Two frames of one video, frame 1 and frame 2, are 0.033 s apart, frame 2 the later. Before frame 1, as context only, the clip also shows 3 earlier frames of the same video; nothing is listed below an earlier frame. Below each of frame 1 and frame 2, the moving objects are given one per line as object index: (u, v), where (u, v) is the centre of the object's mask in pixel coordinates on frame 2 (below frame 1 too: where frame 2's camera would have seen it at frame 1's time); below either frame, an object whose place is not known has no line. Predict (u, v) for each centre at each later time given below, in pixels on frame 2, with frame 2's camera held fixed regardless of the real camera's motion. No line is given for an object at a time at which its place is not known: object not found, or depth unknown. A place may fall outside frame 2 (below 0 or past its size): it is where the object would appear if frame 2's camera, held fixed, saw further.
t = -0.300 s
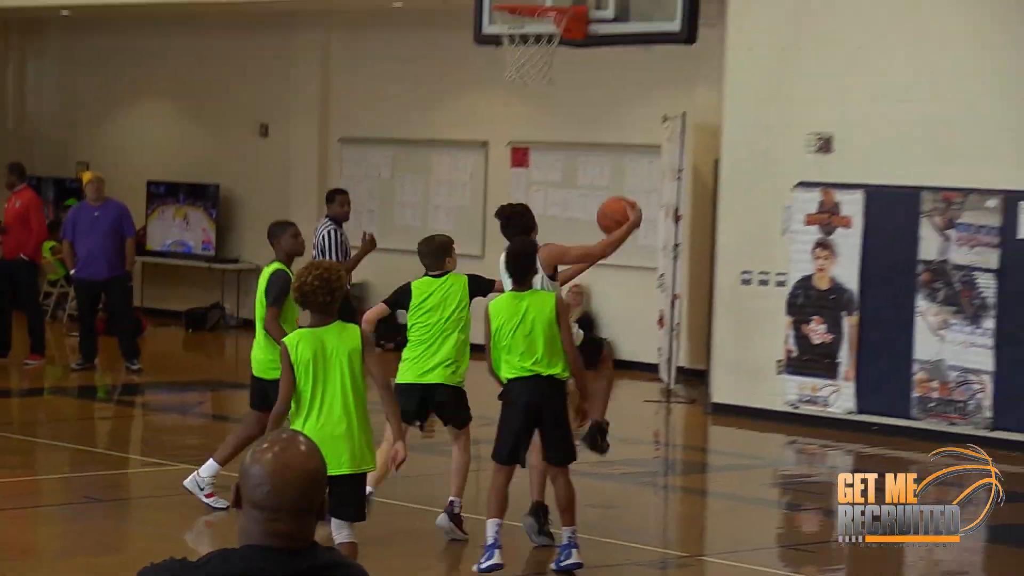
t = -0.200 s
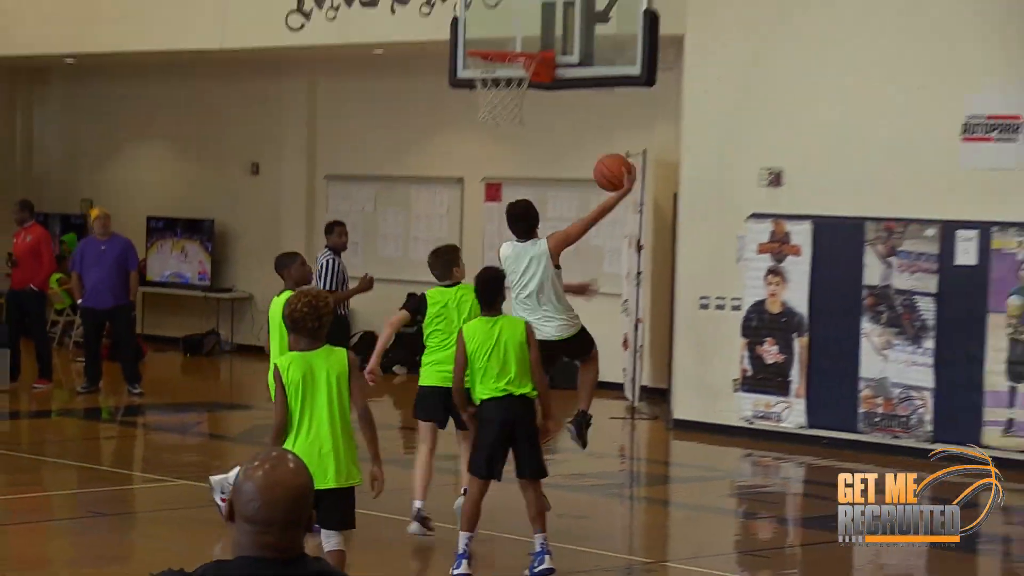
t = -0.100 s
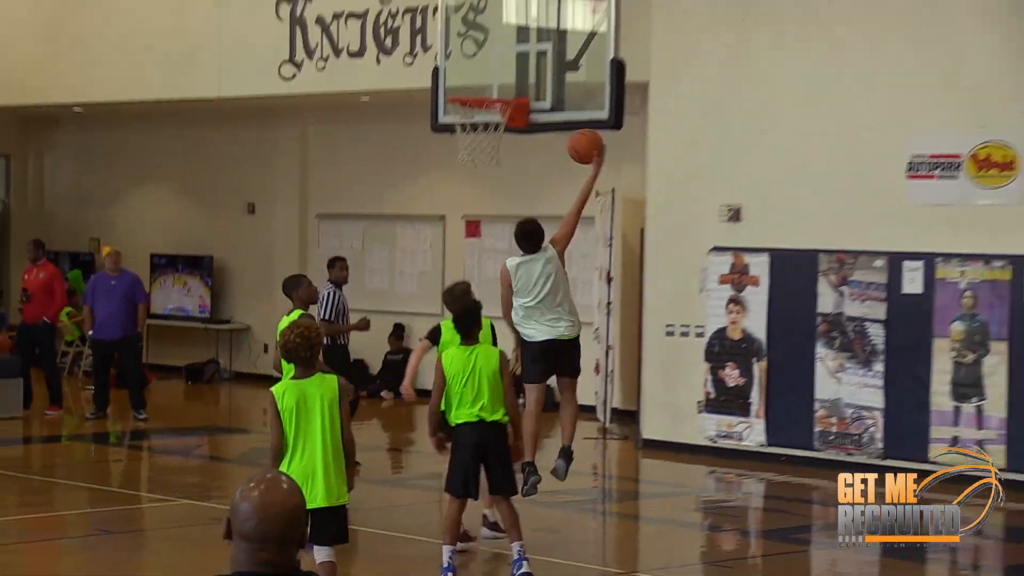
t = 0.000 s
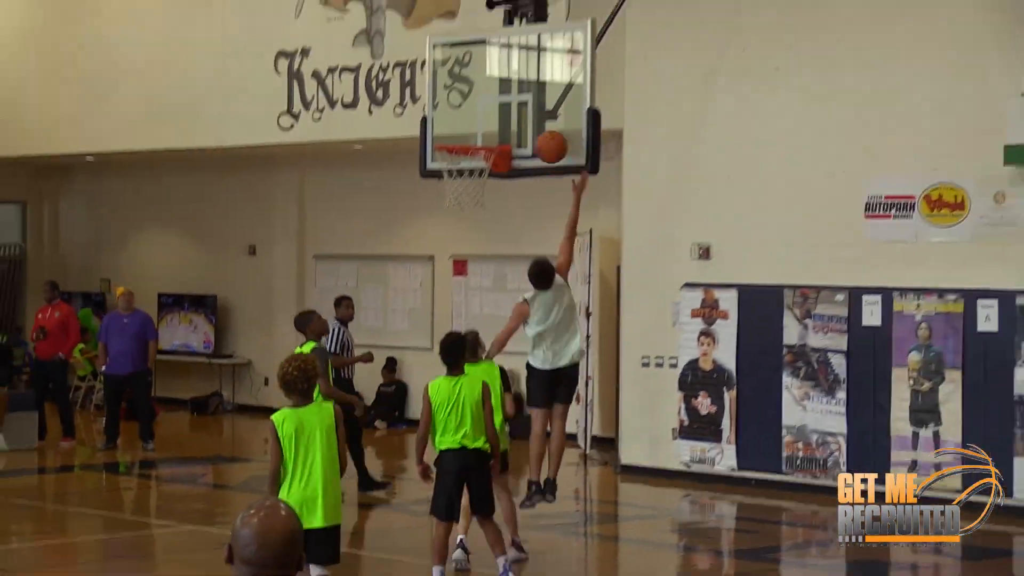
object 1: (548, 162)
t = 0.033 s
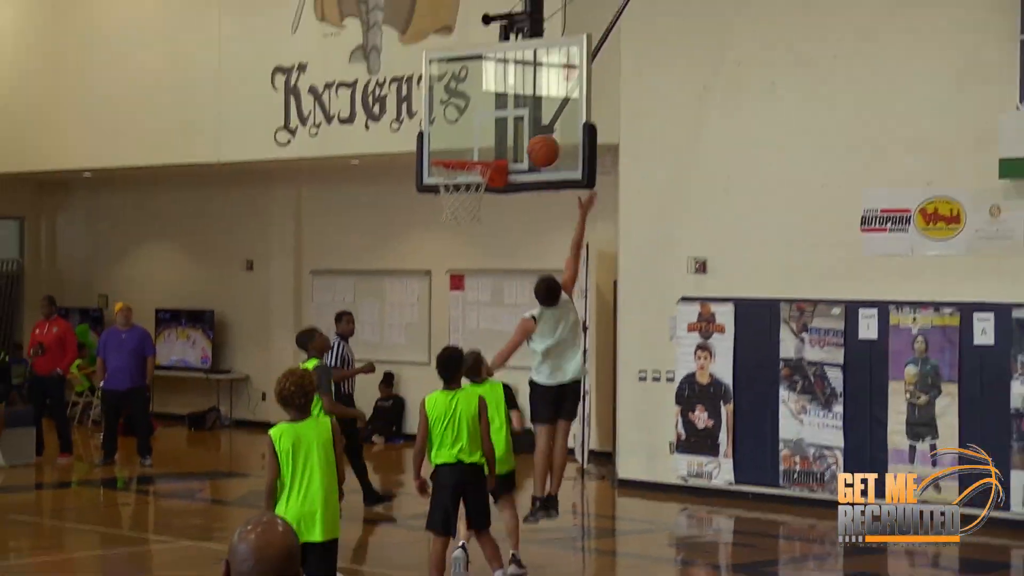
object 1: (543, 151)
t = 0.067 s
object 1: (539, 141)
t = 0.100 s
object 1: (534, 134)
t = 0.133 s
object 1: (530, 128)
